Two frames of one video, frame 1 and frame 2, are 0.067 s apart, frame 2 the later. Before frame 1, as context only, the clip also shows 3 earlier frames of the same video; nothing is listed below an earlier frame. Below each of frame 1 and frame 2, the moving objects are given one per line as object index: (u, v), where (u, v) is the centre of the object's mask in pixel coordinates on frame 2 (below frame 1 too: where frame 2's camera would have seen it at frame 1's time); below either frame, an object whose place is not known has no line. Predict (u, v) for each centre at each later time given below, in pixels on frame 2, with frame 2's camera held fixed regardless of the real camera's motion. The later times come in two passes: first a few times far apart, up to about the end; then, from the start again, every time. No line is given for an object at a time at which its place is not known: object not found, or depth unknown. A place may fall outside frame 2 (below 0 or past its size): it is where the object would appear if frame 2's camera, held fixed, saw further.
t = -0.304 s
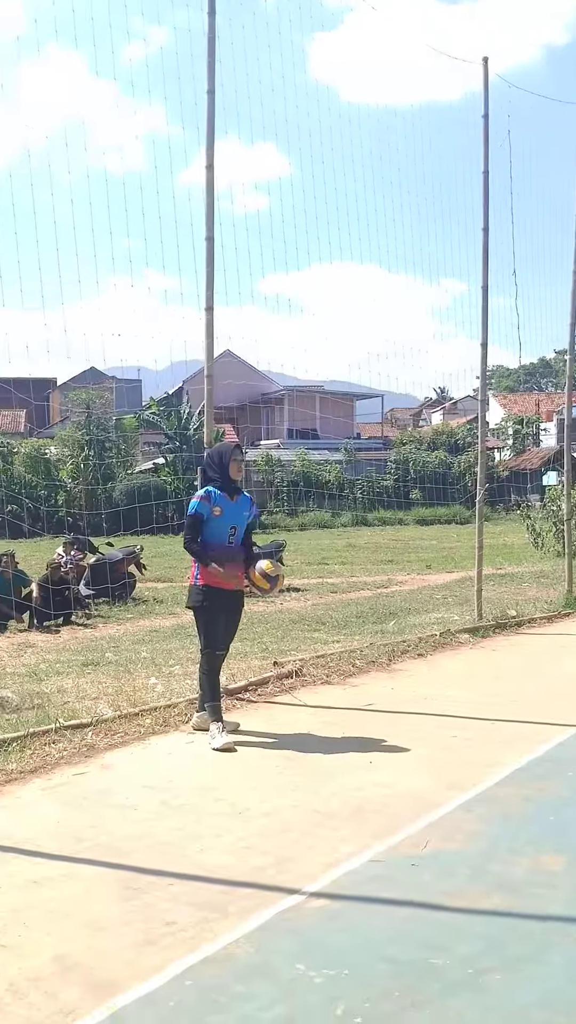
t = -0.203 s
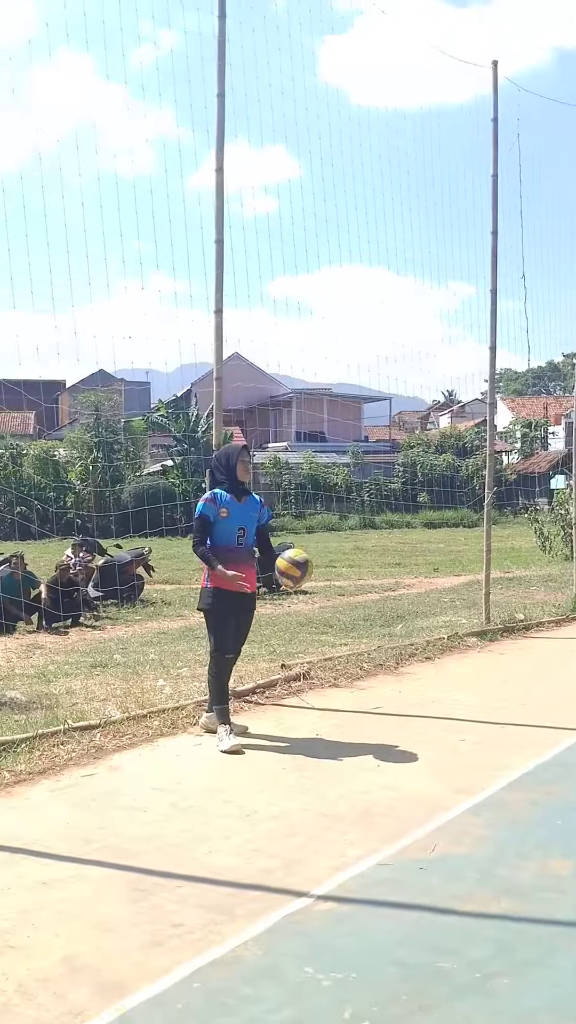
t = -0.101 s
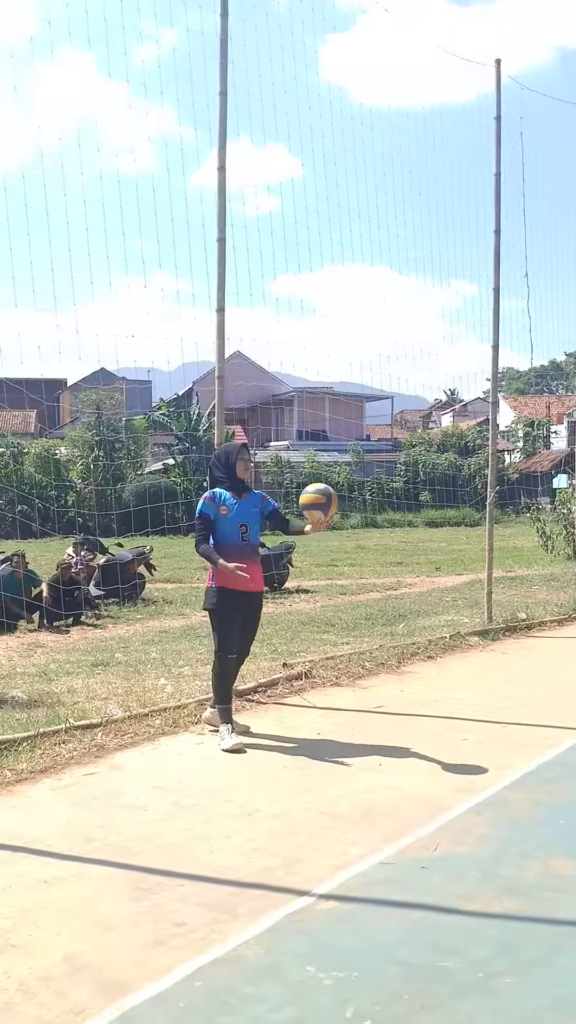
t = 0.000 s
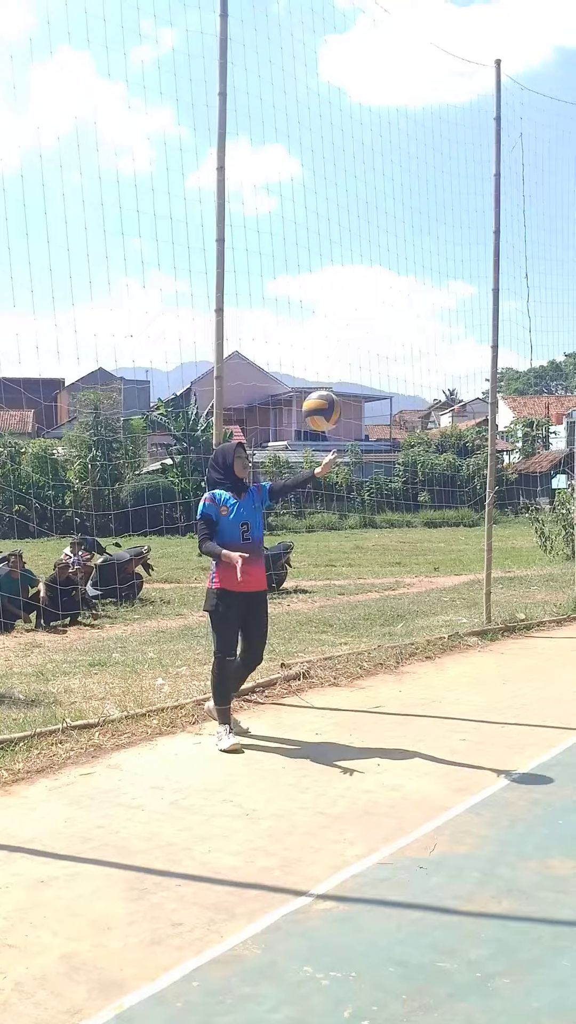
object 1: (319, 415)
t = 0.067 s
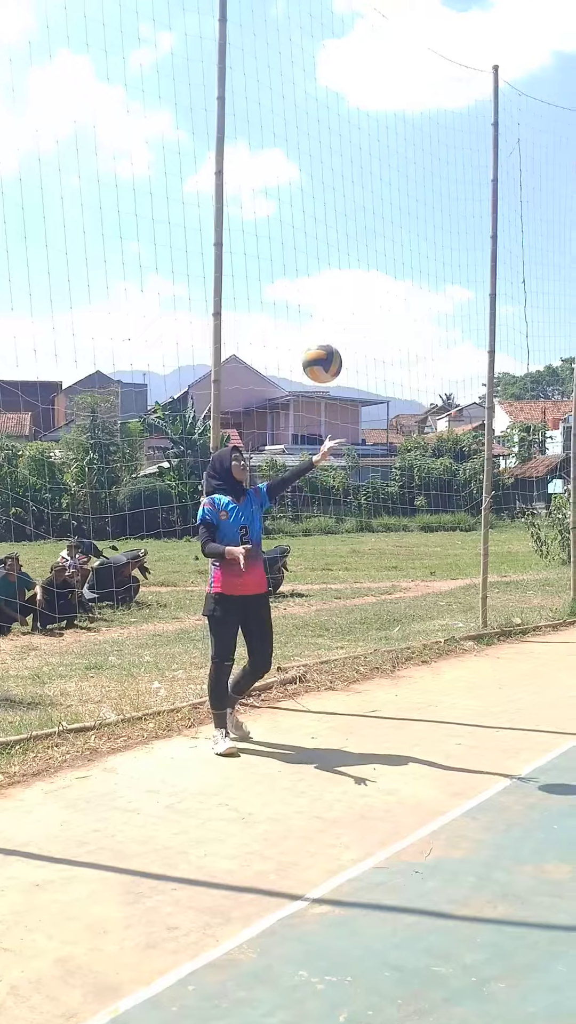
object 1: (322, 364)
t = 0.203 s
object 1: (327, 283)
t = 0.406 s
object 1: (335, 225)
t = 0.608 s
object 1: (341, 248)
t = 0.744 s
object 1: (344, 311)
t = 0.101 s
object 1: (324, 340)
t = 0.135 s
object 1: (325, 319)
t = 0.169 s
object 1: (327, 300)
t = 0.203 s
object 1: (327, 283)
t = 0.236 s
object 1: (329, 268)
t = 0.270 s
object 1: (330, 255)
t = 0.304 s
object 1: (331, 245)
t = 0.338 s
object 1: (332, 236)
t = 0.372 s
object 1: (334, 229)
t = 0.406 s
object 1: (335, 225)
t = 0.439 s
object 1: (336, 223)
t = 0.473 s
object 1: (338, 223)
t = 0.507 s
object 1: (338, 226)
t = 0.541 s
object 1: (339, 231)
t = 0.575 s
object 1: (341, 238)
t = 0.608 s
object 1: (341, 248)
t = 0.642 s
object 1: (342, 260)
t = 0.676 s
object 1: (343, 275)
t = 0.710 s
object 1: (343, 292)
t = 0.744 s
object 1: (344, 311)
